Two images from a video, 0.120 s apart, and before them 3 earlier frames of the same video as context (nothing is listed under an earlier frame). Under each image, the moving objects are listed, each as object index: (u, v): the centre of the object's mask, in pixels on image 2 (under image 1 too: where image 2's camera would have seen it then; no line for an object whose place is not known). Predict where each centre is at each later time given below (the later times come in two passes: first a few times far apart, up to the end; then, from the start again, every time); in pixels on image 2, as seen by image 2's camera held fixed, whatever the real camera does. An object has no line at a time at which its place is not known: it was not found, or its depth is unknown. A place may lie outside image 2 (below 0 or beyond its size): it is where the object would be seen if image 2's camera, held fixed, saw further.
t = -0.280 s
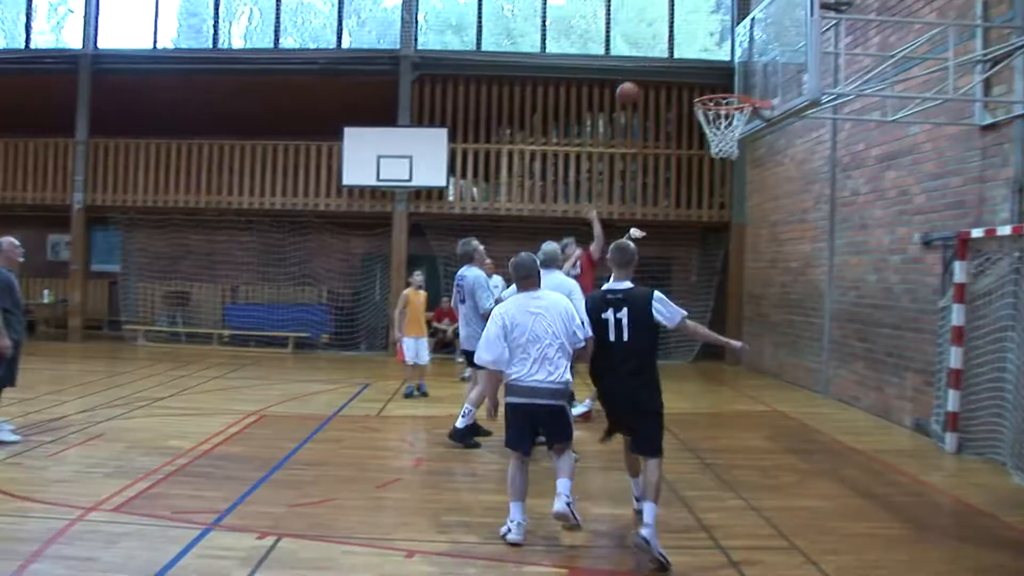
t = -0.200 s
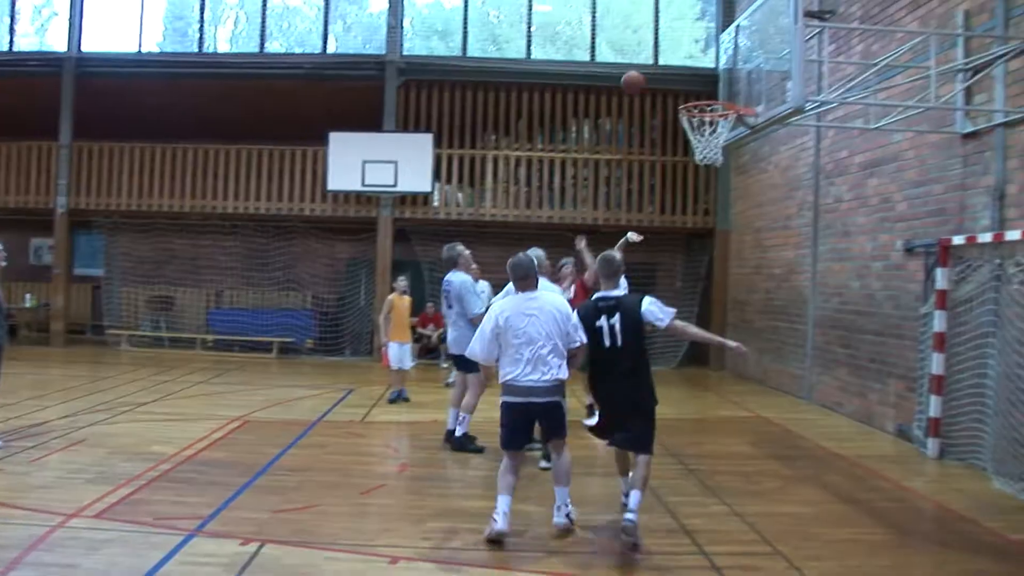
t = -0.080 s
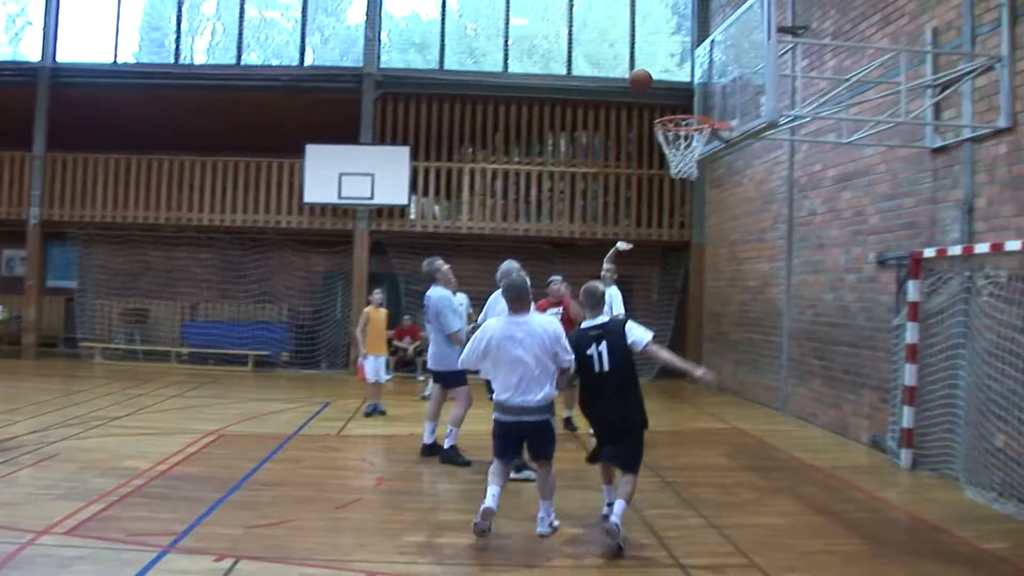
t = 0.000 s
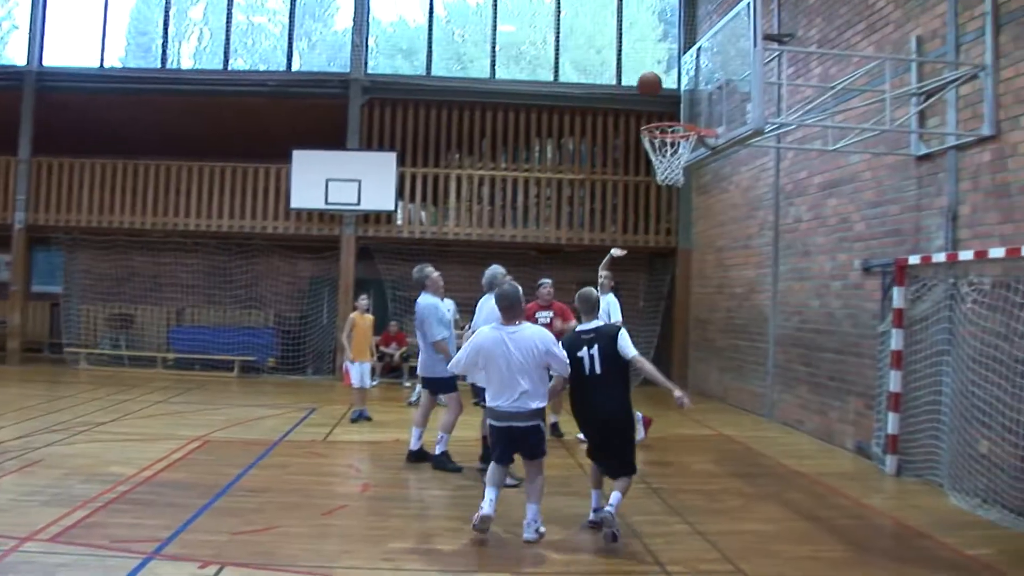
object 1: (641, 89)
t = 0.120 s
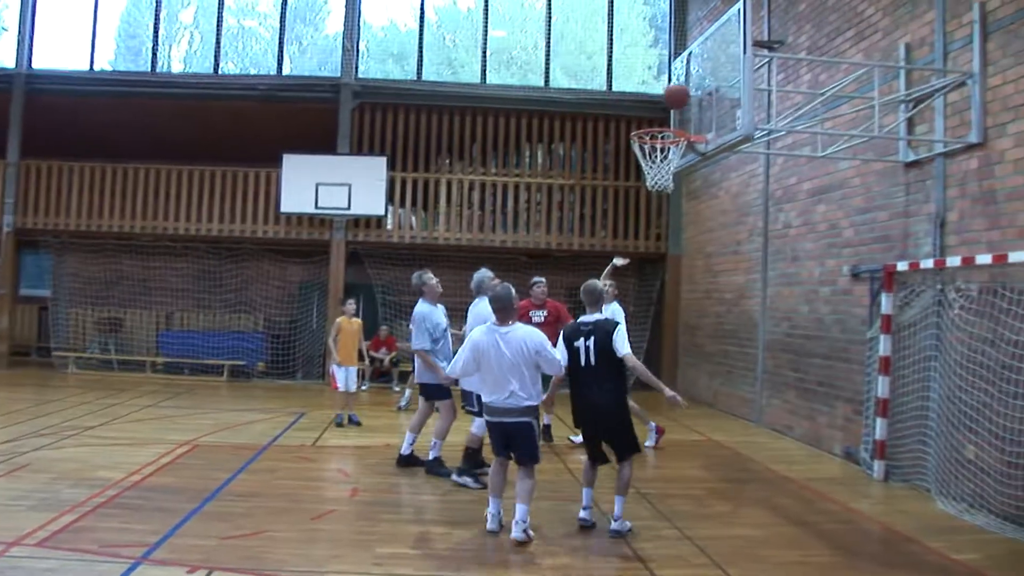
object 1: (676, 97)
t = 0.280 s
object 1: (674, 116)
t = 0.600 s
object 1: (586, 103)
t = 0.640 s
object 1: (577, 108)
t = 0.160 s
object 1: (686, 102)
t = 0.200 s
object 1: (683, 106)
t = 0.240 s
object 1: (680, 112)
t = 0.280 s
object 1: (674, 116)
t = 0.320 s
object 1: (663, 109)
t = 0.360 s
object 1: (654, 104)
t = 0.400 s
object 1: (641, 99)
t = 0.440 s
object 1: (629, 96)
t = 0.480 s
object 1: (619, 95)
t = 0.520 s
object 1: (608, 95)
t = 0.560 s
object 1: (597, 98)
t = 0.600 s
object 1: (586, 103)
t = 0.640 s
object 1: (577, 108)
